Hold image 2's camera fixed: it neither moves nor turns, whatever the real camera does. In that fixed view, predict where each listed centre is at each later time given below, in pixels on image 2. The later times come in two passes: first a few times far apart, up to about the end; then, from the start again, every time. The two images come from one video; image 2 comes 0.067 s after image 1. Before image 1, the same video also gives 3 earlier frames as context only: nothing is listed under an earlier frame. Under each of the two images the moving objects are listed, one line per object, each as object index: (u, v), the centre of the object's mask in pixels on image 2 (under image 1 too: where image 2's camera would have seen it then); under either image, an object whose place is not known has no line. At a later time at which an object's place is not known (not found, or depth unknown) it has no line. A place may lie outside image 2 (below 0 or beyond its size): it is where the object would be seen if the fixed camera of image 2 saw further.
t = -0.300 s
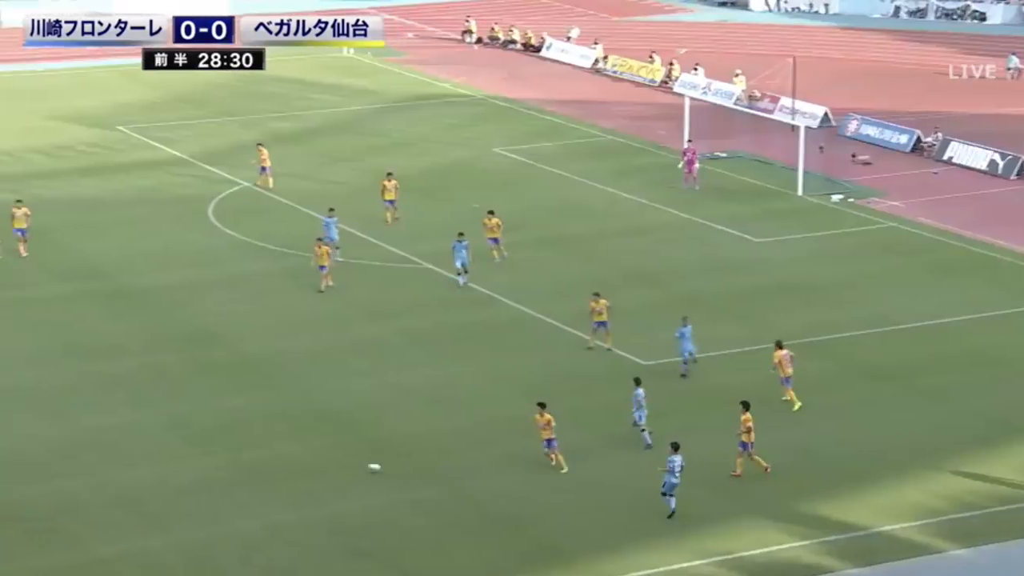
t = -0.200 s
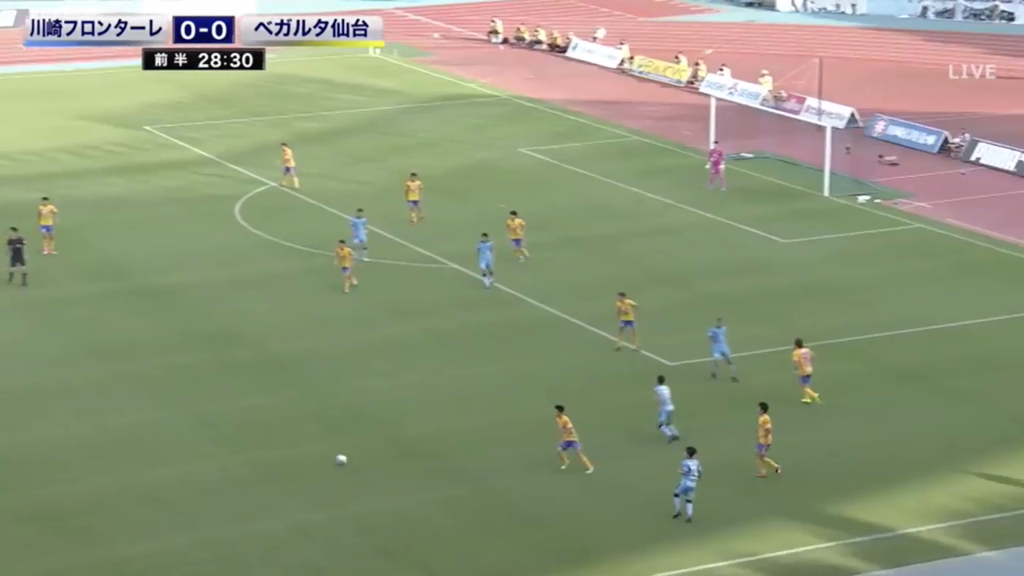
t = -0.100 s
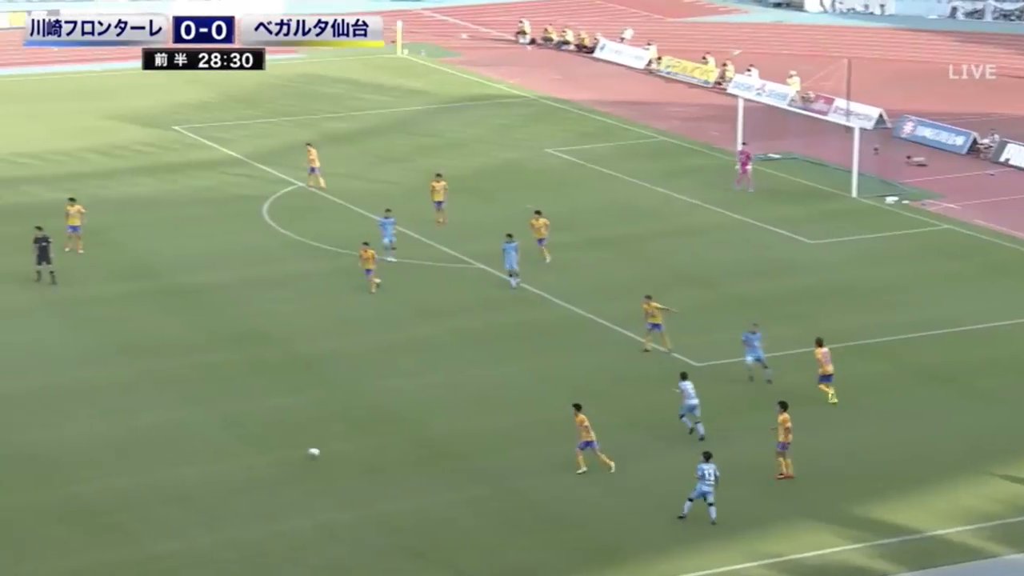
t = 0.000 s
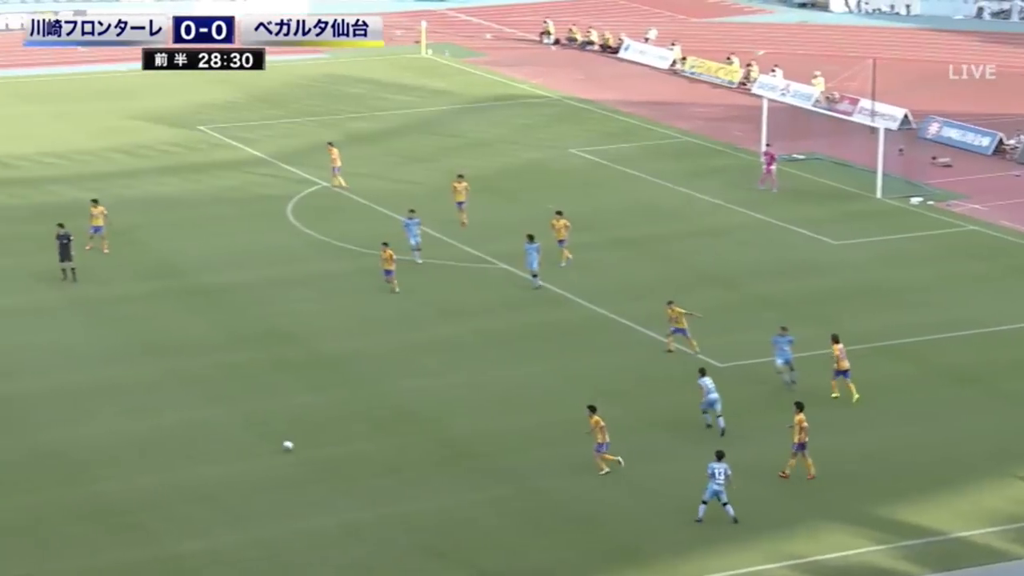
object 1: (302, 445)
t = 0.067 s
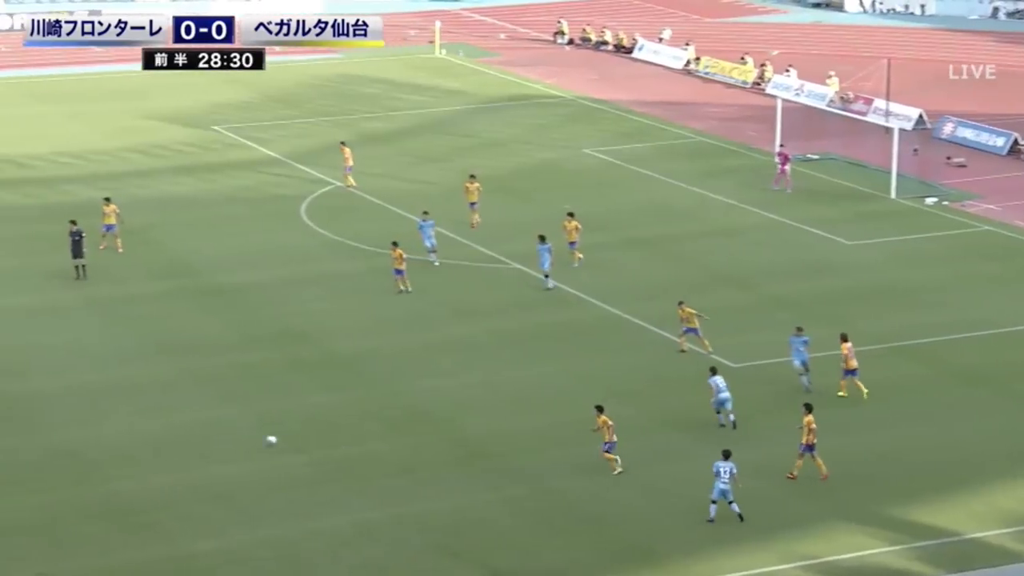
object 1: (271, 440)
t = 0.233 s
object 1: (204, 433)
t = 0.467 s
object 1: (123, 423)
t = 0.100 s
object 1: (256, 439)
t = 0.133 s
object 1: (243, 438)
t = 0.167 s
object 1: (228, 437)
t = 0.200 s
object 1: (216, 435)
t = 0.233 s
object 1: (204, 433)
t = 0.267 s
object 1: (192, 432)
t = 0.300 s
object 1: (181, 430)
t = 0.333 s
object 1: (169, 429)
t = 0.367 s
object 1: (158, 428)
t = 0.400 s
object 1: (146, 426)
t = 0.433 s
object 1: (135, 424)
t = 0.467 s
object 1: (123, 423)
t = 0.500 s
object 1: (113, 423)
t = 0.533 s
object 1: (102, 421)
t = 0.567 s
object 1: (93, 420)
